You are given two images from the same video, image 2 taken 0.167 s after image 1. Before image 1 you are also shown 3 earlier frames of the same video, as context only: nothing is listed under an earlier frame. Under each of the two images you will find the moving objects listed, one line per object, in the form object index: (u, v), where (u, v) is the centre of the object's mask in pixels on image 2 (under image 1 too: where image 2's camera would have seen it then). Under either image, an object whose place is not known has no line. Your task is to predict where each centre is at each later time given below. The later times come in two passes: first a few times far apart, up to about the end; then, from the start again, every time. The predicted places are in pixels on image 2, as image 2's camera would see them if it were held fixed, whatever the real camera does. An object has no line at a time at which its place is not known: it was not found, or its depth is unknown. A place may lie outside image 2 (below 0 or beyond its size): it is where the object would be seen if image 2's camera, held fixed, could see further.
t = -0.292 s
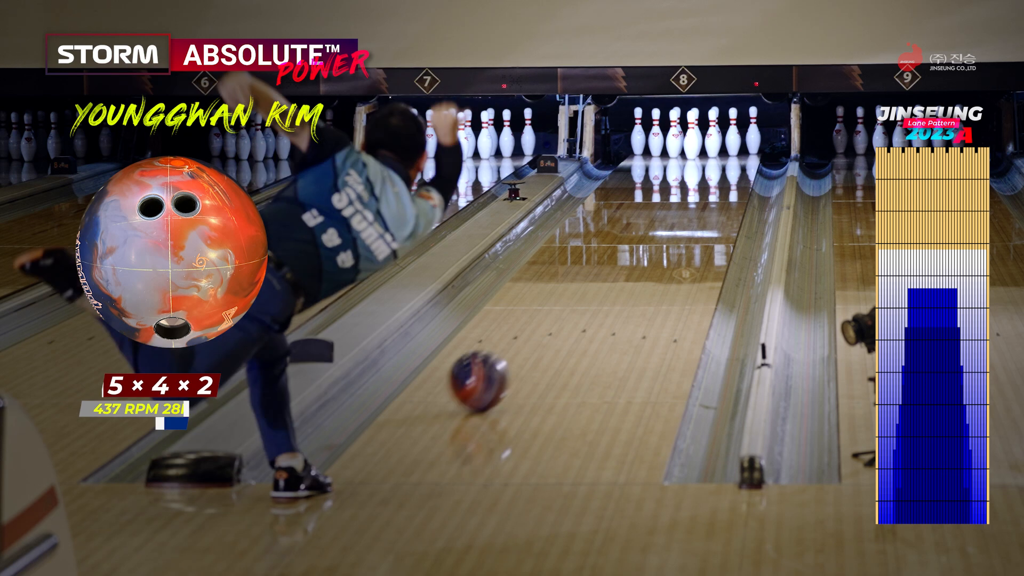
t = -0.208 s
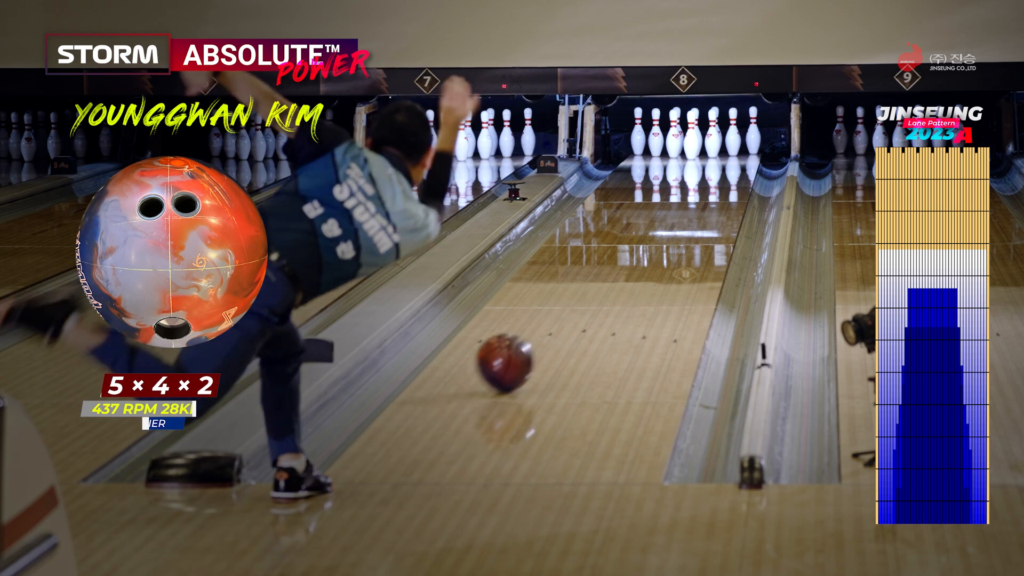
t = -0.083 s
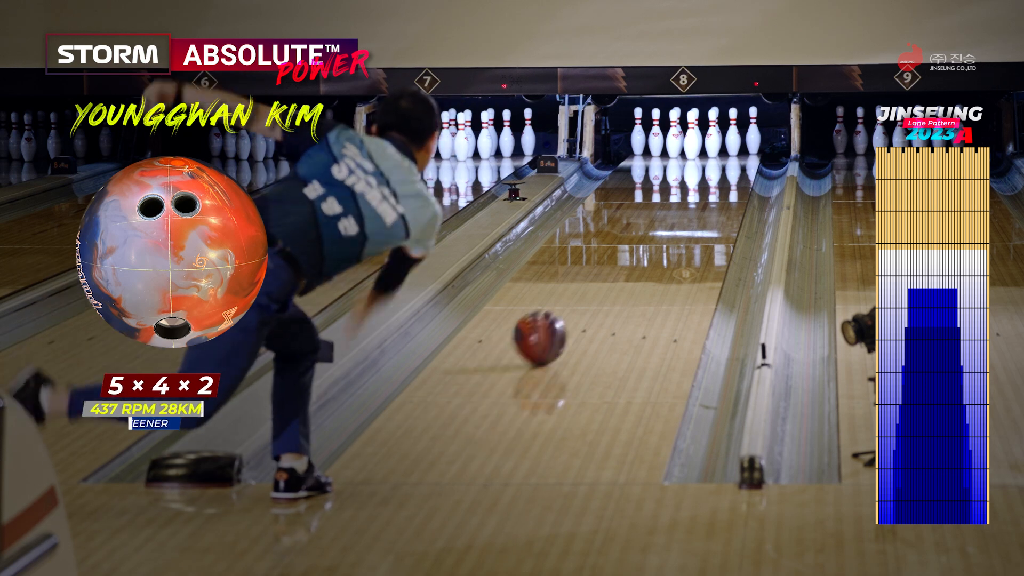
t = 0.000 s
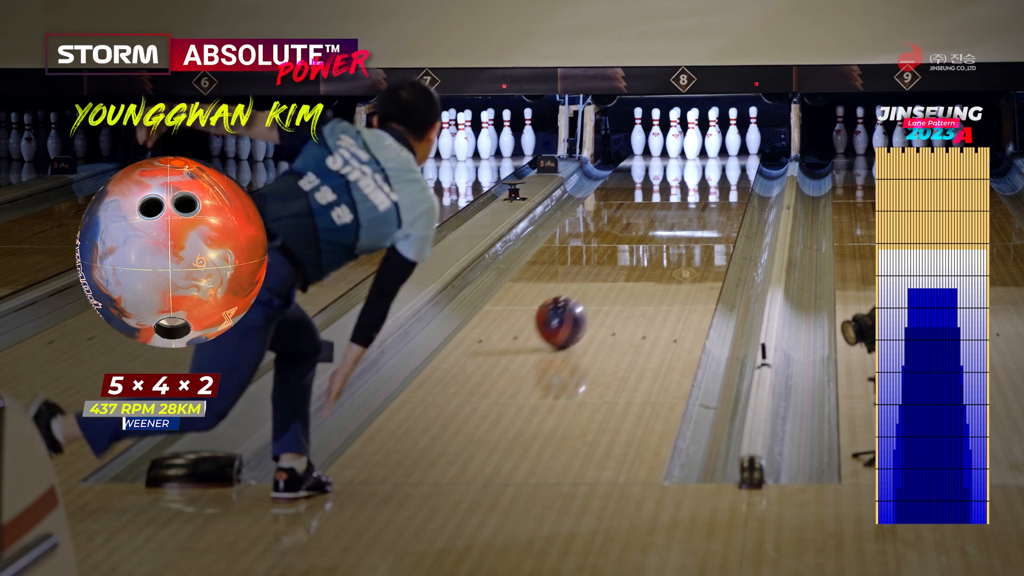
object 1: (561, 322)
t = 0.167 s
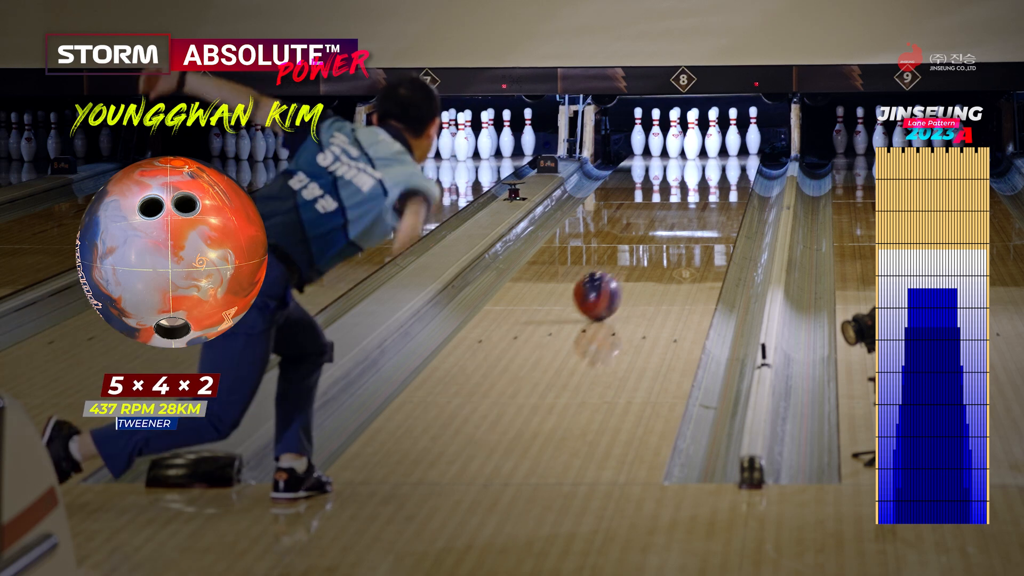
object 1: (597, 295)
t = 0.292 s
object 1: (621, 278)
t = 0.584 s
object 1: (666, 242)
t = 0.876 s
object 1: (700, 214)
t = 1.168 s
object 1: (723, 192)
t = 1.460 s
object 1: (731, 173)
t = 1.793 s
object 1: (717, 157)
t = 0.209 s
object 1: (606, 289)
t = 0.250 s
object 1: (614, 284)
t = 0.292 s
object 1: (621, 278)
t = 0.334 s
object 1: (628, 273)
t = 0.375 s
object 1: (635, 267)
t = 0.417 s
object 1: (642, 262)
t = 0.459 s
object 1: (649, 257)
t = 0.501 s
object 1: (655, 252)
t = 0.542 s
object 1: (661, 247)
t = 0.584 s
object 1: (666, 242)
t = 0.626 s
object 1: (672, 238)
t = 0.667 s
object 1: (677, 234)
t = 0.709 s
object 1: (682, 230)
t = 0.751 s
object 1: (687, 225)
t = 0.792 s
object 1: (692, 222)
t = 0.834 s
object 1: (697, 218)
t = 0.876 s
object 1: (700, 214)
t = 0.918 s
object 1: (704, 211)
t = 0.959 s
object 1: (708, 208)
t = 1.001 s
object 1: (712, 205)
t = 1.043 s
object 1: (715, 201)
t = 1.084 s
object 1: (718, 198)
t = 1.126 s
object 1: (721, 195)
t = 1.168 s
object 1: (723, 192)
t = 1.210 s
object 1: (725, 189)
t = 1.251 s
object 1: (727, 186)
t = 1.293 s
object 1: (728, 183)
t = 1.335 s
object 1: (730, 181)
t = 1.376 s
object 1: (731, 178)
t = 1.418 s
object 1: (731, 176)
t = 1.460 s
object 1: (731, 173)
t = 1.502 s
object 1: (731, 171)
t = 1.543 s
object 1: (730, 169)
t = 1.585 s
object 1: (729, 167)
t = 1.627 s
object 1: (727, 165)
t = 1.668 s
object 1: (725, 163)
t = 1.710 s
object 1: (723, 161)
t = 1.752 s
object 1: (720, 159)
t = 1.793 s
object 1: (717, 157)
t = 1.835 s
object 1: (714, 155)
